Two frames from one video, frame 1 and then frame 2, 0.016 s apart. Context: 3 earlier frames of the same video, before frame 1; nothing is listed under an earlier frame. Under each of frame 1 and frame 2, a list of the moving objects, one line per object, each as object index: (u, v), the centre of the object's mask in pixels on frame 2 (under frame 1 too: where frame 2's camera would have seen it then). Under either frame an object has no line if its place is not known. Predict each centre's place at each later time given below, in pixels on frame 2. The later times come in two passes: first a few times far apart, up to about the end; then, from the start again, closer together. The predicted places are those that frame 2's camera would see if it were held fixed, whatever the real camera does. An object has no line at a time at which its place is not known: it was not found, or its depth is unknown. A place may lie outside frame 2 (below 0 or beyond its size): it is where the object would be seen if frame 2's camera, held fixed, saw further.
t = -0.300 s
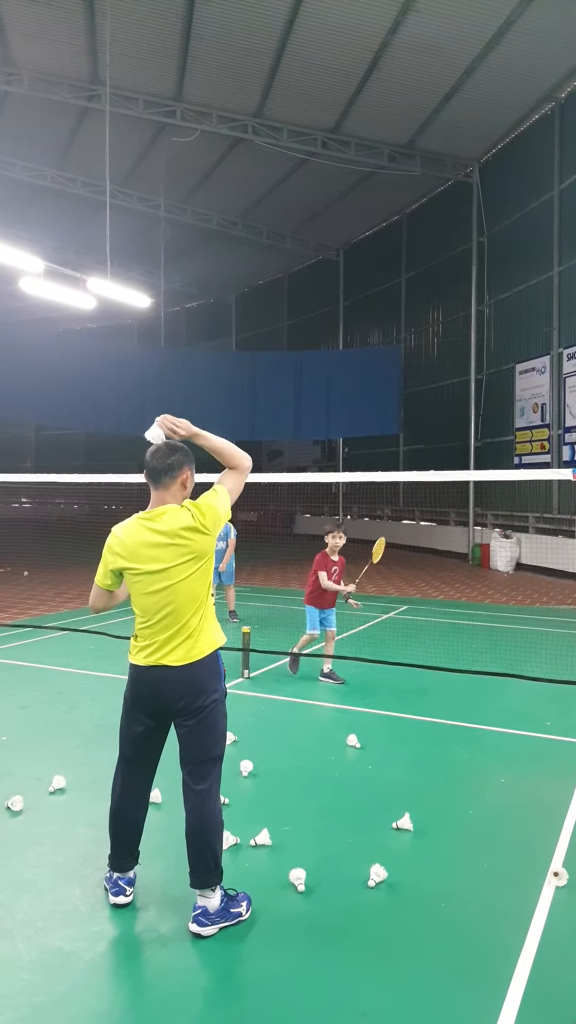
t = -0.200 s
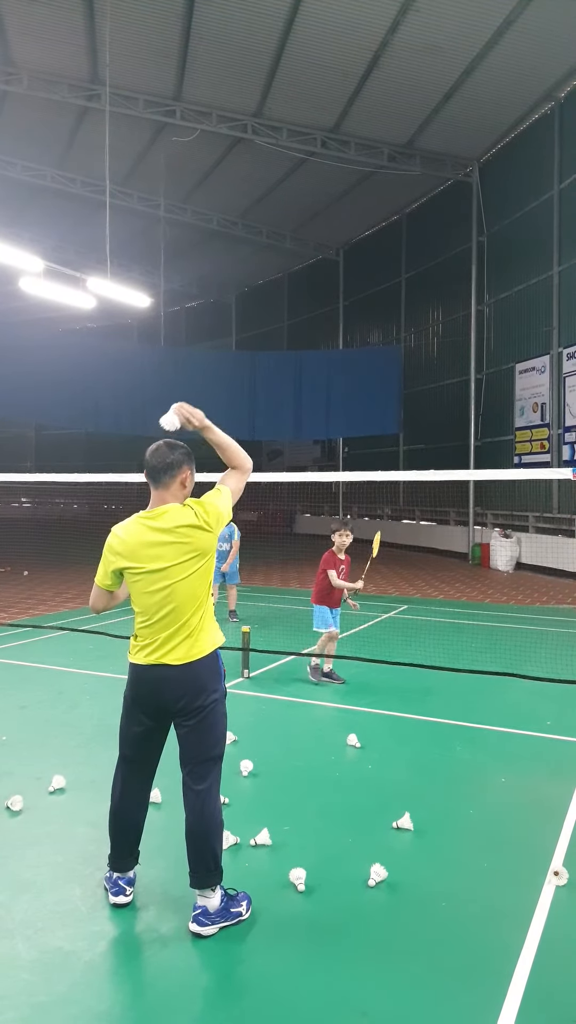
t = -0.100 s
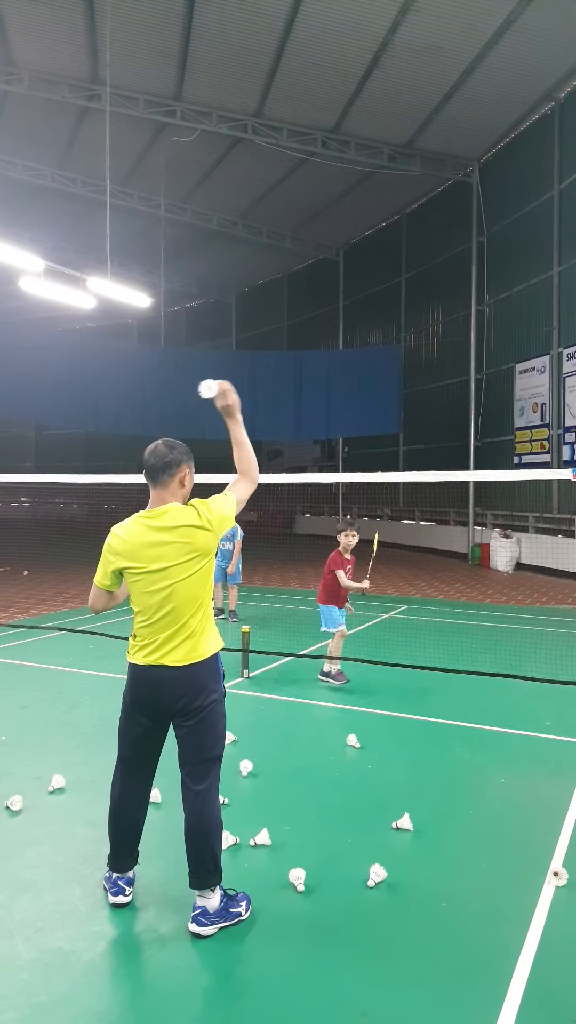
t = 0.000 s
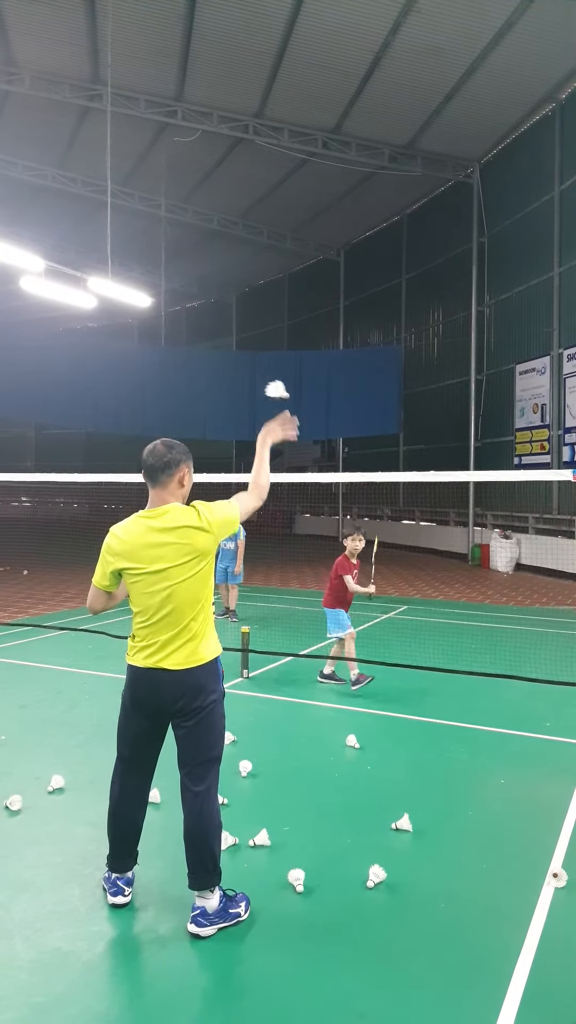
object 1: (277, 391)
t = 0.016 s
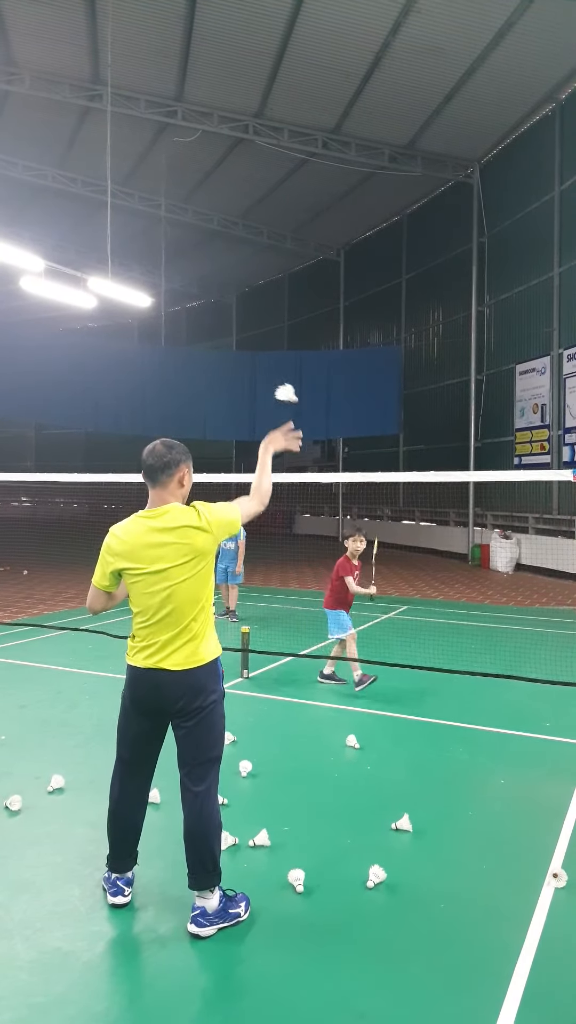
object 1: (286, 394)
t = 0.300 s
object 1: (394, 512)
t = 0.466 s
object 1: (434, 610)
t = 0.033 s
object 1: (295, 397)
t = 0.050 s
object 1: (304, 402)
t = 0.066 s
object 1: (312, 407)
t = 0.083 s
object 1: (320, 413)
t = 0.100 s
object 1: (327, 418)
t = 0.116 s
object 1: (334, 425)
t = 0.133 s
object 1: (341, 431)
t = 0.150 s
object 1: (347, 439)
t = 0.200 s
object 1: (364, 461)
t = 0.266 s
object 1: (385, 495)
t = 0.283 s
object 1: (389, 503)
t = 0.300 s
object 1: (394, 512)
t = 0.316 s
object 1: (398, 521)
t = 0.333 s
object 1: (403, 530)
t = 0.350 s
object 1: (407, 539)
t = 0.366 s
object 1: (412, 549)
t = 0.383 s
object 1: (415, 559)
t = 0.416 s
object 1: (423, 579)
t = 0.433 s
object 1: (427, 589)
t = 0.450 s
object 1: (431, 600)
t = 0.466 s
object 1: (434, 610)
